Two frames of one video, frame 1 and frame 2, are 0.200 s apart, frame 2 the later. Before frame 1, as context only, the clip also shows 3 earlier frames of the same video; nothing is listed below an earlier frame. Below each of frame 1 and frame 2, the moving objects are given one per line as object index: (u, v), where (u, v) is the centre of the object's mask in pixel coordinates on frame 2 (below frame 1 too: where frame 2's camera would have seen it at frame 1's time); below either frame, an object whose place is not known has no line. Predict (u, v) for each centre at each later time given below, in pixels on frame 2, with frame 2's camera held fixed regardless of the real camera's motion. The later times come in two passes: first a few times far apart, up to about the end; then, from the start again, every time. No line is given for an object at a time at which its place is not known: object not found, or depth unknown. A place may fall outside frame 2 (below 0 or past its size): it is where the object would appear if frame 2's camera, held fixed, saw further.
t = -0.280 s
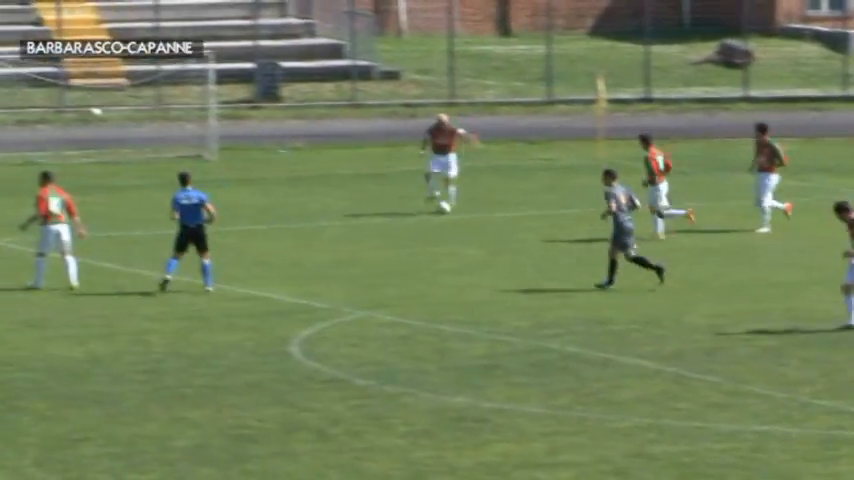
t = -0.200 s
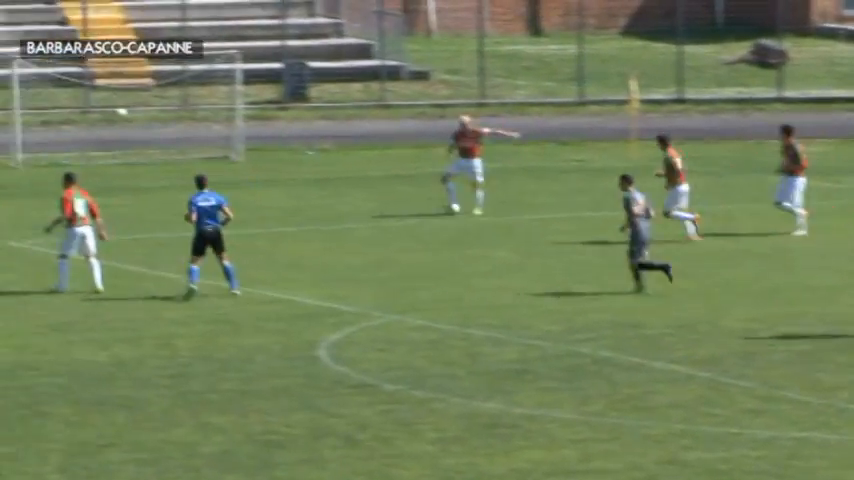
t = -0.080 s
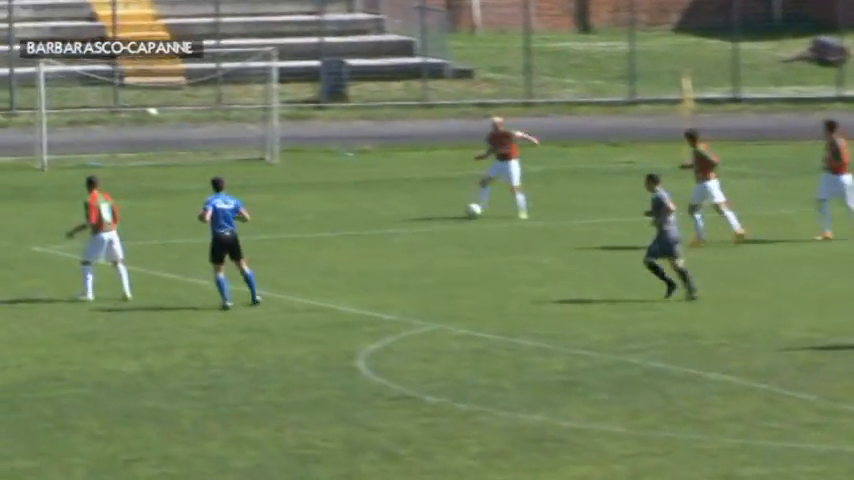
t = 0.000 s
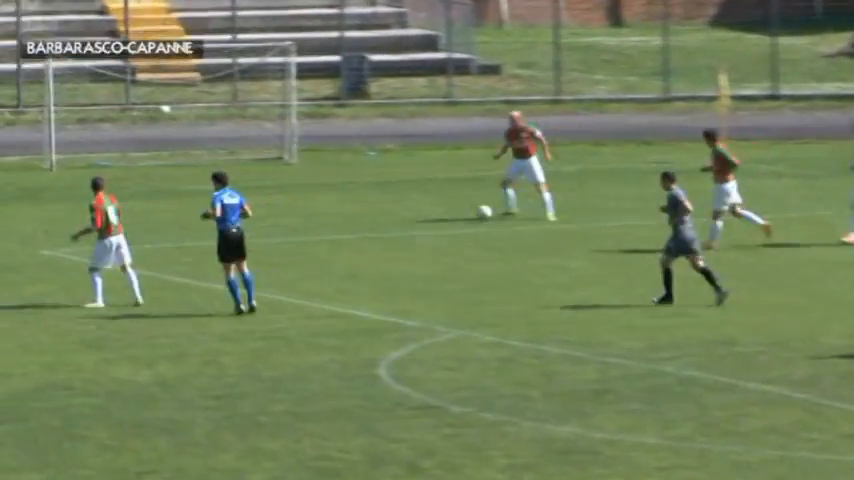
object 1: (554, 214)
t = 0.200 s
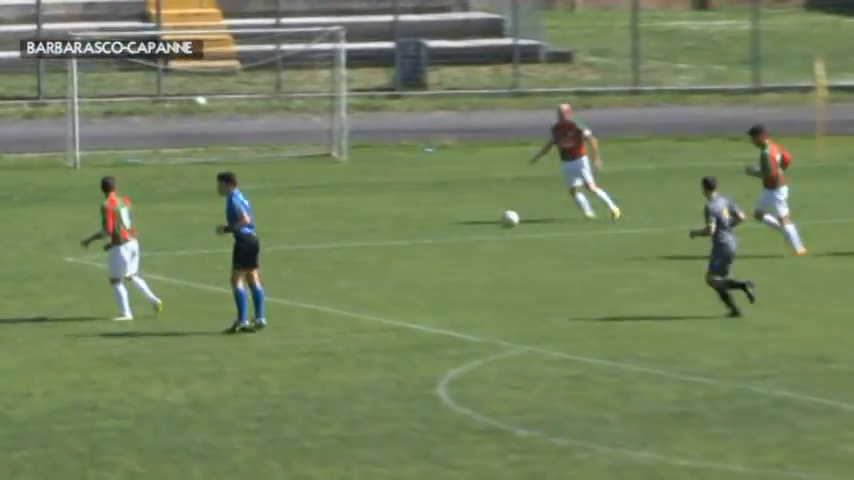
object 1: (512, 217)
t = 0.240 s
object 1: (504, 217)
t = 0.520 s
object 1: (450, 219)
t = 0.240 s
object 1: (504, 217)
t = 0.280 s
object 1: (495, 218)
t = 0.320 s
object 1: (487, 218)
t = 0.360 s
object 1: (479, 219)
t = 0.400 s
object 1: (472, 219)
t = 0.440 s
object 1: (464, 219)
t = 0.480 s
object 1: (457, 219)
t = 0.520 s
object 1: (450, 219)
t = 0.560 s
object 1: (442, 220)
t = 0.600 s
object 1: (435, 221)
